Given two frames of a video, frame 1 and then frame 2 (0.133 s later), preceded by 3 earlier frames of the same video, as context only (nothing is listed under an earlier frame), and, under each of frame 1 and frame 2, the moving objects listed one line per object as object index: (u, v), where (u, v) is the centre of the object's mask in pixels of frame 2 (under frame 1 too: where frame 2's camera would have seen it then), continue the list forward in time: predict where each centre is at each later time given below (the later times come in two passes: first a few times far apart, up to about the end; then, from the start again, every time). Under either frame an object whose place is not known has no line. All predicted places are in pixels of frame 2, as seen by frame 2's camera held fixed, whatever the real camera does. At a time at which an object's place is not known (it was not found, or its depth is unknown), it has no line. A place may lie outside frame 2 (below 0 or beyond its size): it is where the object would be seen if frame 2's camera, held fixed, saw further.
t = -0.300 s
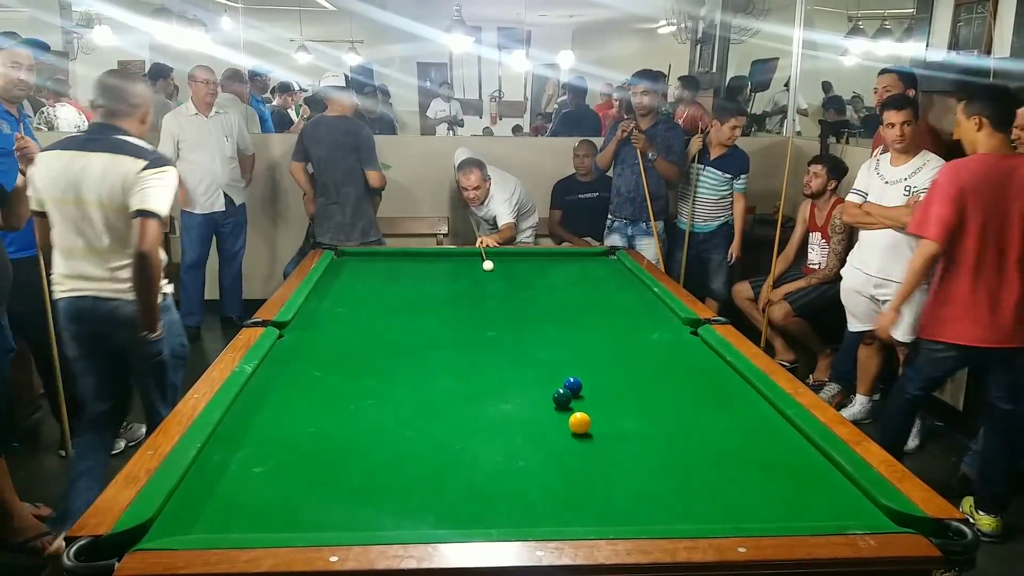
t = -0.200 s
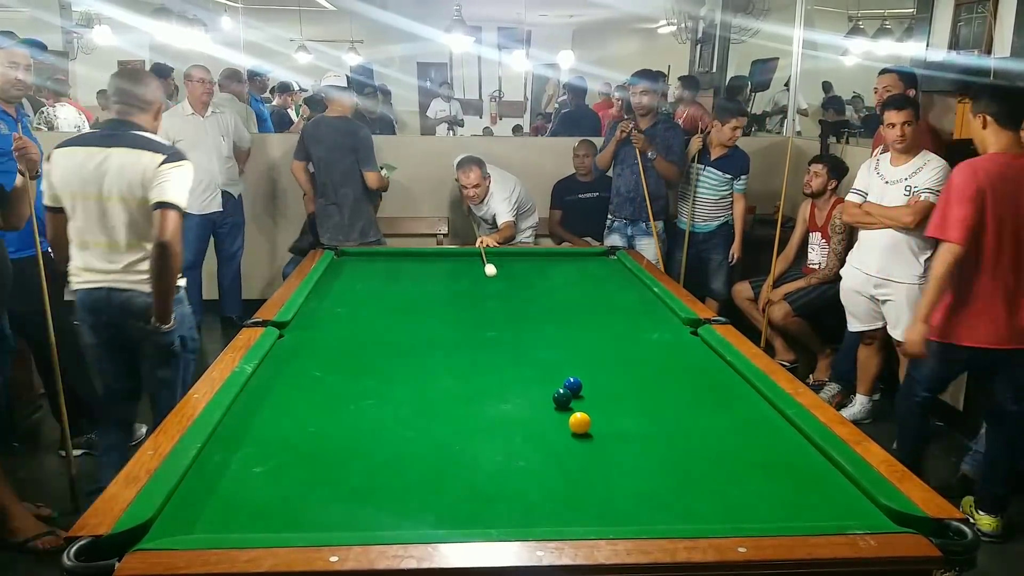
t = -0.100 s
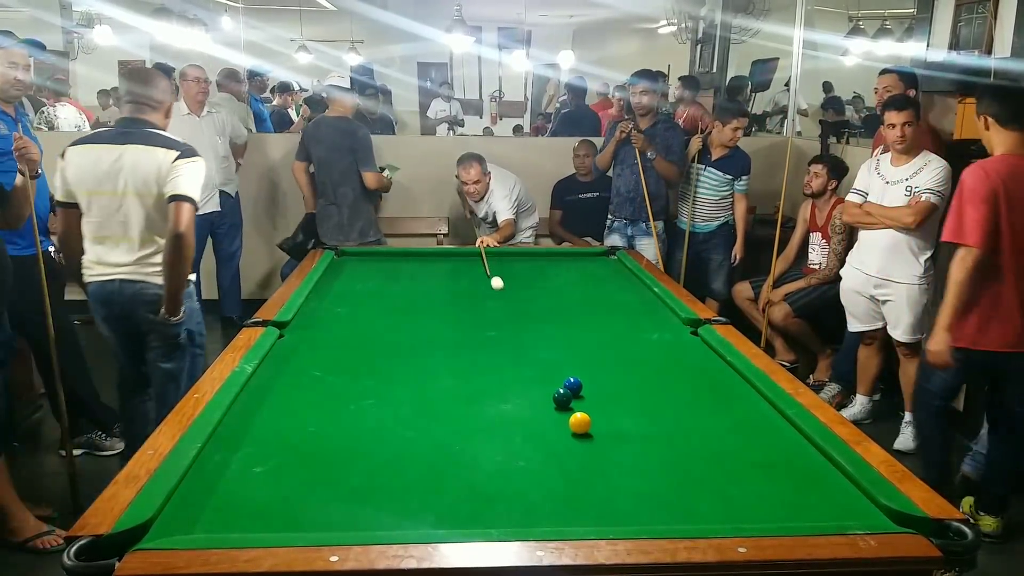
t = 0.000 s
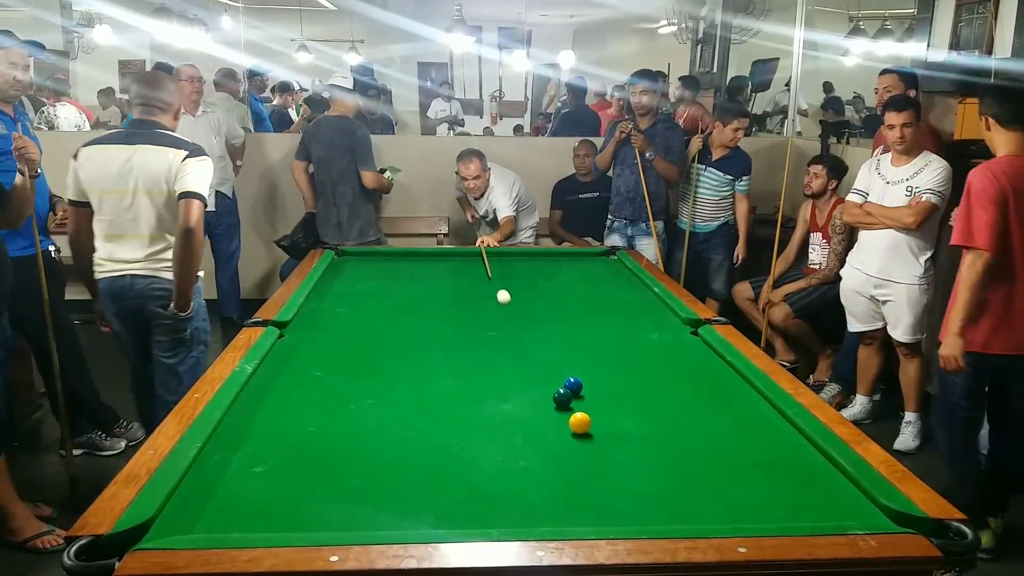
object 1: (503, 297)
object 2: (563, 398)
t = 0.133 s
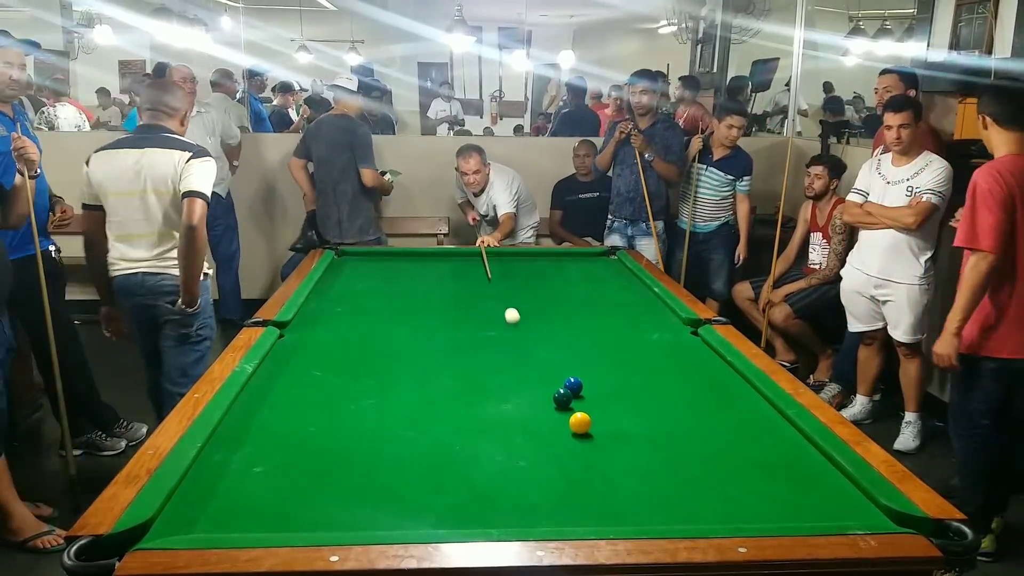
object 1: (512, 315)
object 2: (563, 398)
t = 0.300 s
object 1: (525, 344)
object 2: (563, 398)
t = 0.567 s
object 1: (530, 402)
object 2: (584, 401)
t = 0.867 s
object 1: (448, 469)
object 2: (690, 436)
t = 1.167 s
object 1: (346, 502)
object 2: (806, 471)
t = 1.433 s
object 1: (286, 453)
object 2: (823, 498)
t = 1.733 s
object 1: (239, 411)
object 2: (782, 516)
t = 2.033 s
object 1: (296, 383)
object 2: (719, 501)
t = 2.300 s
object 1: (337, 363)
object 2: (670, 485)
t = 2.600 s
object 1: (375, 344)
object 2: (623, 471)
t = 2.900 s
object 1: (406, 328)
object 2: (585, 460)
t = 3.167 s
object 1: (428, 317)
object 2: (555, 451)
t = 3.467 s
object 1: (449, 306)
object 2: (529, 444)
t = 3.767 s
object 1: (467, 297)
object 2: (507, 437)
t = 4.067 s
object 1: (482, 289)
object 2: (491, 432)
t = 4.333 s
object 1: (494, 284)
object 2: (480, 429)
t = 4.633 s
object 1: (505, 278)
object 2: (472, 426)
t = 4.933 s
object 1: (515, 273)
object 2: (467, 425)
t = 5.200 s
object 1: (523, 269)
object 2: (465, 424)
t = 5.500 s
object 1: (530, 266)
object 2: (466, 424)
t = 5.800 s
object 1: (537, 263)
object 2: (466, 425)
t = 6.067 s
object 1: (542, 261)
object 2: (465, 425)
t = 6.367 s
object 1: (546, 259)
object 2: (466, 424)
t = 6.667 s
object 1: (549, 258)
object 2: (465, 424)
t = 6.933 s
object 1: (551, 257)
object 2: (466, 424)
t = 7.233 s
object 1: (553, 257)
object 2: (466, 425)
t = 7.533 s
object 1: (554, 256)
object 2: (466, 425)
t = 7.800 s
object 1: (553, 257)
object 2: (466, 424)
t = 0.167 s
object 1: (514, 321)
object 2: (563, 398)
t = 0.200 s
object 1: (517, 326)
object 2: (563, 398)
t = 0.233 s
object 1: (519, 332)
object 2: (563, 398)
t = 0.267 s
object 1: (522, 338)
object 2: (563, 398)
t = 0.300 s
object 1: (525, 344)
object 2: (563, 398)
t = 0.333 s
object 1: (527, 350)
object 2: (563, 398)
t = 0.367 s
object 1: (530, 357)
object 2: (563, 398)
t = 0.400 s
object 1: (534, 365)
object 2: (563, 398)
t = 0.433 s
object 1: (537, 372)
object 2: (563, 398)
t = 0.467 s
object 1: (540, 380)
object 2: (562, 398)
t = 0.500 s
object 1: (544, 389)
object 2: (563, 398)
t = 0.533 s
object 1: (539, 396)
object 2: (571, 397)
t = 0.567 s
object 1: (530, 402)
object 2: (584, 401)
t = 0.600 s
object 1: (521, 407)
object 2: (598, 407)
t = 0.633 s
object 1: (512, 414)
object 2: (610, 413)
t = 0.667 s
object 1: (504, 420)
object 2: (622, 416)
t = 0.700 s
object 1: (496, 428)
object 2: (633, 419)
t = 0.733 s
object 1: (487, 436)
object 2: (643, 422)
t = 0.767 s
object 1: (478, 444)
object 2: (655, 425)
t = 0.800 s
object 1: (468, 452)
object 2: (666, 429)
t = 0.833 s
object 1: (458, 460)
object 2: (679, 433)
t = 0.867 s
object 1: (448, 469)
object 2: (690, 436)
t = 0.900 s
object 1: (437, 479)
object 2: (702, 440)
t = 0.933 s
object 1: (425, 489)
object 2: (716, 444)
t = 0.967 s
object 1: (413, 499)
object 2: (729, 448)
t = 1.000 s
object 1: (400, 510)
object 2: (741, 452)
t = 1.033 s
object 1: (388, 518)
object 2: (754, 455)
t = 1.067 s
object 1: (373, 521)
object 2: (767, 460)
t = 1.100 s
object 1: (364, 516)
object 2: (780, 463)
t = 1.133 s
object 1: (355, 509)
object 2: (793, 467)
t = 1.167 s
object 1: (346, 502)
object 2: (806, 471)
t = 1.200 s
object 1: (338, 495)
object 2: (820, 475)
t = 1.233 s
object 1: (329, 488)
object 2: (835, 480)
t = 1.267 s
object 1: (322, 482)
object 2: (842, 483)
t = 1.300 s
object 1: (314, 476)
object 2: (838, 485)
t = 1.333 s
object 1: (306, 470)
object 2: (834, 489)
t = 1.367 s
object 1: (300, 464)
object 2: (830, 492)
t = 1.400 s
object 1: (293, 458)
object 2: (826, 495)
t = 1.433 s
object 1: (286, 453)
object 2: (823, 498)
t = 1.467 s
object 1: (280, 448)
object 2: (819, 501)
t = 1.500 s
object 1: (273, 443)
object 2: (815, 504)
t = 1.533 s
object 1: (267, 438)
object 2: (811, 508)
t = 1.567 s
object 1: (262, 433)
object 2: (808, 510)
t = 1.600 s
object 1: (256, 429)
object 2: (804, 512)
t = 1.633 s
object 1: (250, 424)
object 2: (799, 514)
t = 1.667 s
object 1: (245, 420)
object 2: (795, 516)
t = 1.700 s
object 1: (240, 415)
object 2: (790, 517)
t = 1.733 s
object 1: (239, 411)
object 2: (782, 516)
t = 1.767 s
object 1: (246, 408)
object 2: (775, 515)
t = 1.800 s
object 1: (252, 405)
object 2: (768, 513)
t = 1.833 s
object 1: (259, 402)
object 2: (760, 512)
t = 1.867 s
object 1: (266, 398)
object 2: (753, 511)
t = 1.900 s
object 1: (272, 395)
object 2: (746, 510)
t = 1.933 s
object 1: (278, 392)
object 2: (740, 509)
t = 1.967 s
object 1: (284, 389)
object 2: (732, 507)
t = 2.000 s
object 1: (290, 386)
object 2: (725, 503)
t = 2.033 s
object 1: (296, 383)
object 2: (719, 501)
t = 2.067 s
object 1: (302, 380)
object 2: (712, 499)
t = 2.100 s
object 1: (307, 378)
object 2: (706, 497)
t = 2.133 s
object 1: (313, 375)
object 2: (699, 495)
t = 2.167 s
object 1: (318, 373)
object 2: (693, 493)
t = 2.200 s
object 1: (323, 370)
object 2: (687, 491)
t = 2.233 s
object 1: (328, 368)
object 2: (681, 489)
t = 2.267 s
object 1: (333, 365)
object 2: (675, 487)
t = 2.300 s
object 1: (337, 363)
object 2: (670, 485)
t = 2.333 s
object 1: (342, 360)
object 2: (664, 484)
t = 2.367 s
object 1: (347, 358)
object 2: (659, 482)
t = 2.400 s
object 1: (351, 356)
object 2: (653, 480)
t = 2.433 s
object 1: (355, 354)
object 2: (648, 479)
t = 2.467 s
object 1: (359, 352)
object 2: (643, 477)
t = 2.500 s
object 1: (363, 350)
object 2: (638, 476)
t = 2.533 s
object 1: (367, 348)
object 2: (633, 474)
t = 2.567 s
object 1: (371, 346)
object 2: (628, 473)
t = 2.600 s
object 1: (375, 344)
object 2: (623, 471)
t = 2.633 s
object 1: (379, 342)
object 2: (619, 470)
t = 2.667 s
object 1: (382, 340)
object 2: (614, 468)
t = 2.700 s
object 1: (386, 338)
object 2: (609, 467)
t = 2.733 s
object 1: (389, 337)
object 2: (605, 466)
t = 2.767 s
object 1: (393, 335)
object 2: (601, 464)
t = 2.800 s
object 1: (396, 333)
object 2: (597, 463)
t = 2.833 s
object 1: (399, 332)
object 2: (593, 462)
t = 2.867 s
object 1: (403, 330)
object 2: (589, 461)
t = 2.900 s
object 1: (406, 328)
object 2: (585, 460)
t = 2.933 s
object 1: (409, 327)
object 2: (580, 459)
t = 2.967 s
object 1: (412, 325)
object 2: (577, 457)
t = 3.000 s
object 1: (414, 324)
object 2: (573, 456)
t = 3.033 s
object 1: (417, 322)
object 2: (569, 455)
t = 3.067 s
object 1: (420, 321)
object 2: (566, 455)
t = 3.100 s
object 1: (423, 319)
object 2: (562, 453)
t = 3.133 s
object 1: (425, 318)
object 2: (559, 452)
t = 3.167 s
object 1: (428, 317)
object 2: (555, 451)
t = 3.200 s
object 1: (430, 316)
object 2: (552, 450)
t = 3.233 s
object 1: (433, 315)
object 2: (549, 449)
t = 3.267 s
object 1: (435, 313)
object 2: (546, 449)
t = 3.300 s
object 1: (438, 312)
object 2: (543, 448)
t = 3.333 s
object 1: (440, 311)
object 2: (540, 447)
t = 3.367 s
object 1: (442, 310)
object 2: (537, 446)
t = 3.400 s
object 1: (445, 309)
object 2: (534, 445)
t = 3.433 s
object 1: (447, 307)
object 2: (531, 444)
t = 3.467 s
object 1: (449, 306)
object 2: (529, 444)
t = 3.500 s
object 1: (451, 305)
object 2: (526, 443)
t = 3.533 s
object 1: (453, 304)
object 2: (523, 442)
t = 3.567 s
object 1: (455, 303)
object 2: (521, 441)
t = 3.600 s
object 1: (457, 302)
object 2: (518, 440)
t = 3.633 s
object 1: (459, 301)
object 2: (516, 440)
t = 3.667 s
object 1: (461, 300)
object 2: (514, 439)
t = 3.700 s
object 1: (463, 299)
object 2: (512, 439)
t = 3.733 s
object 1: (465, 298)
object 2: (510, 438)
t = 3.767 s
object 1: (467, 297)
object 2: (507, 437)
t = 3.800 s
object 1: (469, 296)
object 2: (506, 437)
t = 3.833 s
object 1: (470, 295)
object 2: (504, 436)
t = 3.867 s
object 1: (472, 294)
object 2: (502, 436)
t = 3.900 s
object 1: (474, 294)
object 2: (500, 435)
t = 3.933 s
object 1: (476, 293)
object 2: (498, 434)
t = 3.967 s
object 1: (477, 292)
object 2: (496, 434)
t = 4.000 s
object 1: (479, 291)
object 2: (495, 433)
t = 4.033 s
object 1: (481, 290)
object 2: (493, 432)
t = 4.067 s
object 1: (482, 289)
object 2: (491, 432)
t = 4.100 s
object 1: (484, 289)
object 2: (490, 432)
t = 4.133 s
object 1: (485, 288)
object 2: (488, 431)
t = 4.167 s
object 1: (487, 287)
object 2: (487, 431)
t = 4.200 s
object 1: (488, 287)
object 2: (485, 430)
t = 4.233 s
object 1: (490, 286)
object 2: (484, 430)
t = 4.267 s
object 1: (491, 285)
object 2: (483, 430)
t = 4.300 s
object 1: (493, 284)
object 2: (481, 429)
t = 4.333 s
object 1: (494, 284)
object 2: (480, 429)
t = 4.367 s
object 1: (495, 283)
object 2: (479, 429)
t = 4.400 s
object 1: (496, 282)
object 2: (478, 428)
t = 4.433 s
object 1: (498, 282)
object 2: (477, 428)
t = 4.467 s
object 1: (499, 281)
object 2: (476, 428)
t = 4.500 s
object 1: (500, 280)
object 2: (475, 427)
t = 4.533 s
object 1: (502, 280)
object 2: (474, 427)
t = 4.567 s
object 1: (503, 279)
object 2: (473, 427)
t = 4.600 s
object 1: (504, 278)
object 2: (473, 426)
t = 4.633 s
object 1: (505, 278)
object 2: (472, 426)
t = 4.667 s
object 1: (506, 277)
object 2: (471, 426)
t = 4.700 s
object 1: (508, 277)
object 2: (470, 426)
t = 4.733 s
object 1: (509, 276)
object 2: (470, 426)
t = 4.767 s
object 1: (510, 276)
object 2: (469, 425)
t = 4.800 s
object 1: (511, 275)
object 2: (469, 425)
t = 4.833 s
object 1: (512, 275)
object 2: (468, 425)
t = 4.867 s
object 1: (513, 274)
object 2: (468, 425)
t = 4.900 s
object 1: (514, 274)
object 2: (467, 425)
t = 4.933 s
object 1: (515, 273)
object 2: (467, 425)
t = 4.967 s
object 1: (516, 273)
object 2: (466, 425)
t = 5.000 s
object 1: (517, 272)
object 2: (466, 425)
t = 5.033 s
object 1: (518, 272)
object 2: (466, 425)
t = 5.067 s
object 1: (519, 271)
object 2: (466, 425)
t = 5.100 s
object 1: (520, 271)
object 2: (466, 424)
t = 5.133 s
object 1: (521, 270)
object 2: (465, 424)
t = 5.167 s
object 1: (522, 270)
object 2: (466, 424)
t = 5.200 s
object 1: (523, 269)
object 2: (465, 424)
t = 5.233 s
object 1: (524, 269)
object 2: (465, 424)
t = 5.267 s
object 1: (525, 269)
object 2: (466, 424)
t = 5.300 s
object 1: (525, 268)
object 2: (466, 424)
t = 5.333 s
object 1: (526, 268)
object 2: (466, 424)
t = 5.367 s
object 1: (527, 267)
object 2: (466, 424)
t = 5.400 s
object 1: (528, 267)
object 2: (466, 424)
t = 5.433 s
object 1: (529, 267)
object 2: (466, 424)
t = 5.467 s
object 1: (529, 266)
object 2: (466, 424)
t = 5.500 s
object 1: (530, 266)
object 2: (466, 424)
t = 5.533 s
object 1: (531, 265)
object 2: (466, 424)
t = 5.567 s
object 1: (532, 265)
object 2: (466, 424)
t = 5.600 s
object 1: (532, 265)
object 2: (466, 424)
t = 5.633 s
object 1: (533, 264)
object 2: (466, 424)
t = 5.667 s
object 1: (534, 264)
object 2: (466, 424)
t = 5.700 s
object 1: (535, 264)
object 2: (466, 424)
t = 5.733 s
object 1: (535, 264)
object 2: (466, 424)
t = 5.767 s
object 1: (536, 263)
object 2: (466, 424)
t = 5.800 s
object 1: (537, 263)
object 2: (466, 425)
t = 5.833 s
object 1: (537, 263)
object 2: (465, 424)
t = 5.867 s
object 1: (538, 263)
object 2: (465, 424)
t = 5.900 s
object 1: (539, 262)
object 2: (465, 424)
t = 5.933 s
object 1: (539, 262)
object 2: (466, 425)
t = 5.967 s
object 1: (540, 262)
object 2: (466, 424)
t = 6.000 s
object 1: (541, 261)
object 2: (465, 424)
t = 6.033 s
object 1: (541, 261)
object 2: (465, 425)
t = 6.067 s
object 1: (542, 261)
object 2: (465, 425)
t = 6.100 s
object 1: (542, 261)
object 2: (466, 424)
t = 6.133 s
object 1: (543, 261)
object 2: (465, 424)
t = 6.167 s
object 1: (543, 261)
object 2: (466, 424)
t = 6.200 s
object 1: (544, 261)
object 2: (466, 424)
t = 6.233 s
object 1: (544, 260)
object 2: (465, 424)
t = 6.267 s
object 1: (545, 260)
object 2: (465, 424)
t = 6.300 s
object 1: (545, 259)
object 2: (465, 424)
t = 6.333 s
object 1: (546, 259)
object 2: (465, 424)
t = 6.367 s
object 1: (546, 259)
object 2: (466, 424)
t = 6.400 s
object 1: (547, 259)
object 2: (466, 424)
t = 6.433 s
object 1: (547, 259)
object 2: (466, 424)
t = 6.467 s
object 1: (548, 259)
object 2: (466, 424)
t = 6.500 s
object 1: (548, 259)
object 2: (465, 424)
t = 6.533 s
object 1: (548, 258)
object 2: (465, 424)
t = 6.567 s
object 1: (548, 258)
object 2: (465, 424)
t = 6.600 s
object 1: (549, 258)
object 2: (465, 424)
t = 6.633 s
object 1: (549, 258)
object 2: (465, 424)
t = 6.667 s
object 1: (549, 258)
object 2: (465, 424)
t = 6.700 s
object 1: (550, 258)
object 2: (465, 424)
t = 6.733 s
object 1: (550, 257)
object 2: (465, 424)
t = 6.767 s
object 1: (550, 257)
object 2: (465, 424)
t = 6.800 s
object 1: (551, 257)
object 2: (466, 424)
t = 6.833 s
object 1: (551, 257)
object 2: (466, 424)
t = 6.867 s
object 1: (551, 257)
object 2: (466, 424)
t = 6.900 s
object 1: (551, 257)
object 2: (466, 424)
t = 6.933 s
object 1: (551, 257)
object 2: (466, 424)
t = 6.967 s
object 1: (552, 257)
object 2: (466, 424)
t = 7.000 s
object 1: (552, 257)
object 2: (466, 424)
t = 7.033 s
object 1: (552, 257)
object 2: (466, 425)
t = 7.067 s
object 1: (552, 257)
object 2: (466, 425)
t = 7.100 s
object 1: (552, 257)
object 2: (466, 425)
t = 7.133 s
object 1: (552, 257)
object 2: (466, 425)
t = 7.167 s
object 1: (553, 256)
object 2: (466, 425)
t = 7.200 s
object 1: (553, 256)
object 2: (466, 425)
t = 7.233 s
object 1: (553, 257)
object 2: (466, 425)
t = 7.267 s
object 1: (553, 257)
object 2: (466, 425)
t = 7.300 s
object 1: (553, 256)
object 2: (466, 425)
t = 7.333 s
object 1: (553, 256)
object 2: (466, 425)
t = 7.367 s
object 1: (553, 256)
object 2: (466, 425)
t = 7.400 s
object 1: (553, 256)
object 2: (466, 425)
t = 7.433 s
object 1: (554, 256)
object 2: (466, 425)
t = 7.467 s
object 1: (554, 256)
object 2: (466, 425)
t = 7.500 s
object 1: (554, 256)
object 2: (466, 425)
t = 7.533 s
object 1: (554, 256)
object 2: (466, 425)
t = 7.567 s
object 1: (553, 256)
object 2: (466, 425)
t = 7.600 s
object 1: (553, 256)
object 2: (466, 425)
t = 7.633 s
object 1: (553, 256)
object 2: (466, 425)
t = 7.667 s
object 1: (553, 256)
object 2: (466, 425)
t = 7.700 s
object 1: (553, 257)
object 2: (466, 425)
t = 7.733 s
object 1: (553, 256)
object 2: (466, 425)
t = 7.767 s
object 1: (553, 256)
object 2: (466, 425)
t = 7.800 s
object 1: (553, 257)
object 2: (466, 424)
